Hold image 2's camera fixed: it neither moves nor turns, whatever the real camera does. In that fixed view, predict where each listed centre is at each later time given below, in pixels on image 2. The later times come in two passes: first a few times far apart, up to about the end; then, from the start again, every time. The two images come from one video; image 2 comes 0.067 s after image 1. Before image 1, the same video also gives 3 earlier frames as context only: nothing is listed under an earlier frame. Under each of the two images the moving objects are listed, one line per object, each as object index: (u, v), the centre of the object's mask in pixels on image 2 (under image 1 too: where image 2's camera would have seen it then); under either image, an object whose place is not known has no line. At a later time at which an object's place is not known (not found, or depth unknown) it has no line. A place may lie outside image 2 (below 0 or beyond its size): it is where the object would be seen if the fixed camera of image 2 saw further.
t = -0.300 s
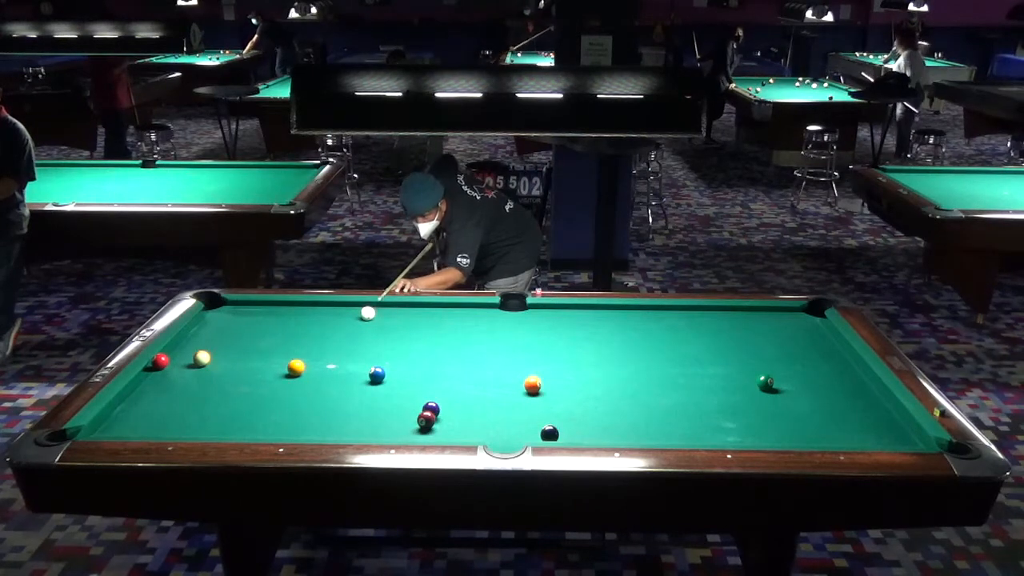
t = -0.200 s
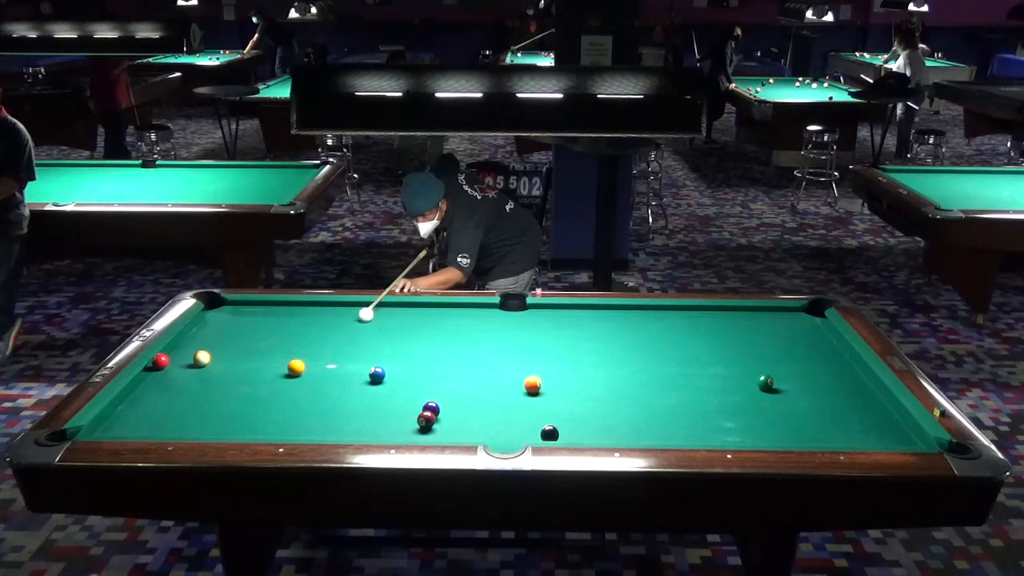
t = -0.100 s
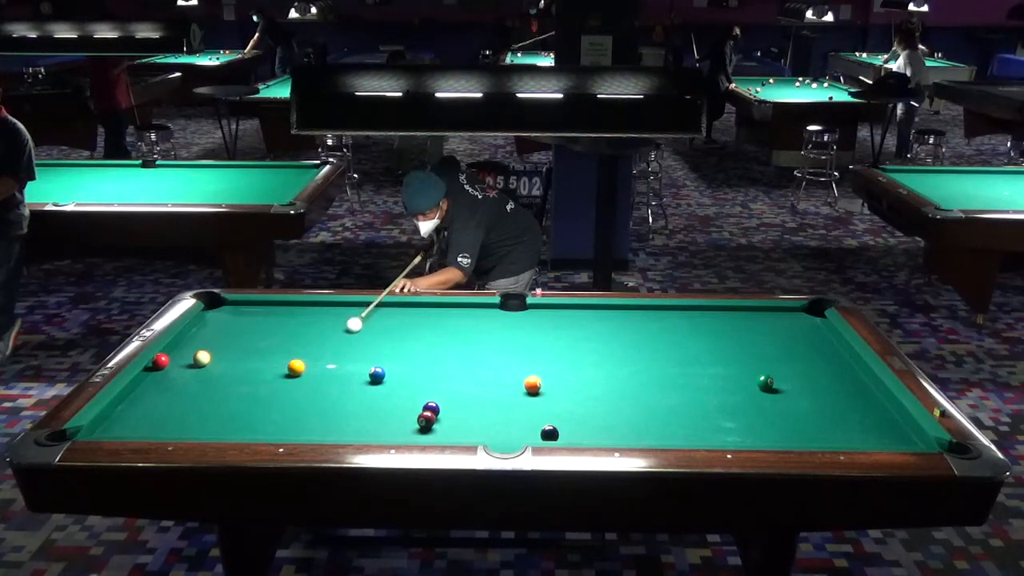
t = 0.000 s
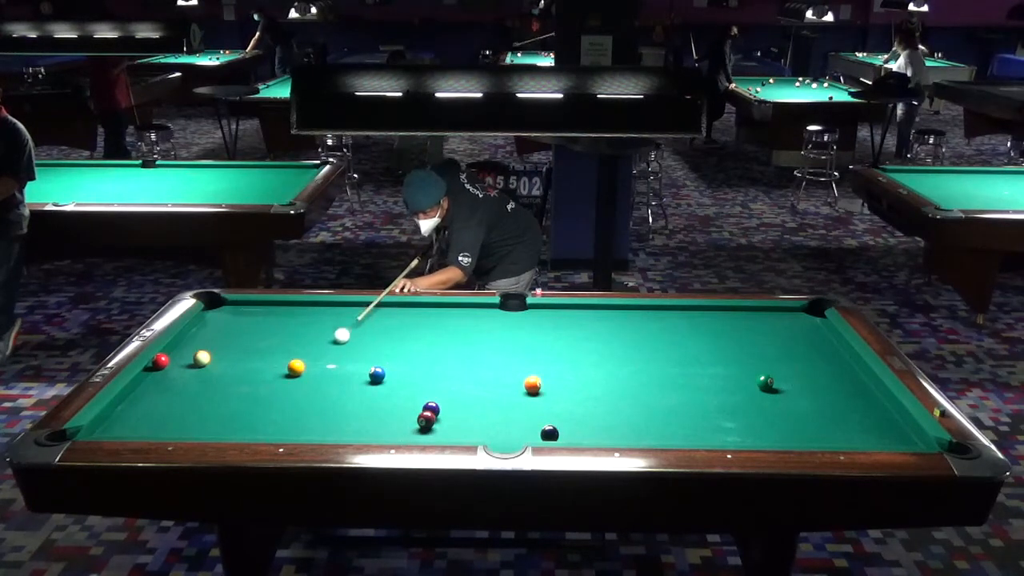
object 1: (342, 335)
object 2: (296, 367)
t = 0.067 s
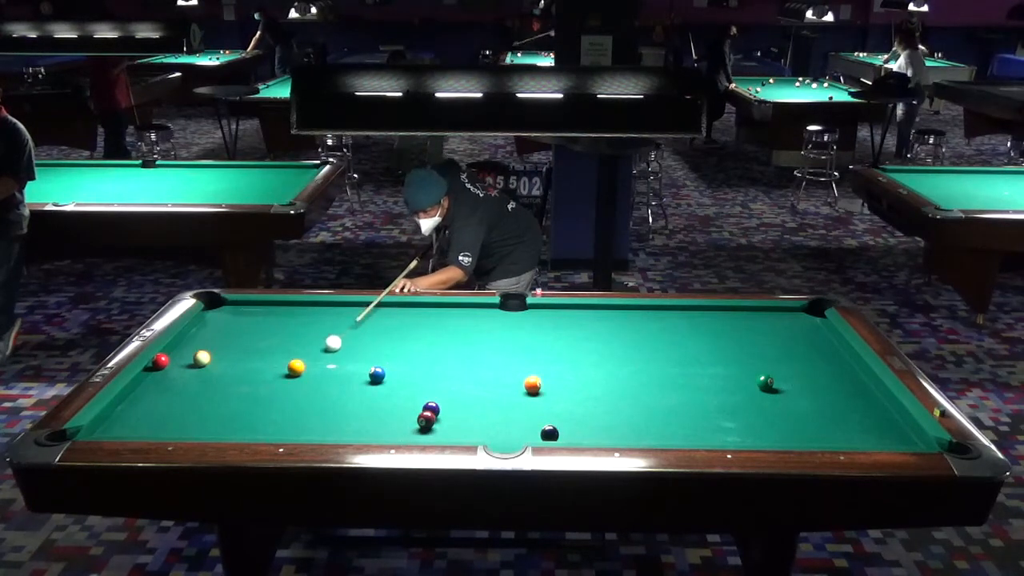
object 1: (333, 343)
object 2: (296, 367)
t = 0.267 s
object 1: (313, 365)
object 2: (289, 370)
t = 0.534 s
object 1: (327, 383)
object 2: (244, 384)
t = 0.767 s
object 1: (339, 399)
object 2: (207, 397)
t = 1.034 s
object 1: (352, 419)
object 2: (162, 411)
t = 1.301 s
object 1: (368, 432)
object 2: (118, 426)
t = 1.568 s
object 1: (386, 424)
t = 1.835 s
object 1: (402, 414)
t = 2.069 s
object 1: (414, 406)
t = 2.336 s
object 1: (428, 396)
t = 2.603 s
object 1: (440, 391)
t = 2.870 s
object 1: (450, 385)
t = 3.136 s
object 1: (458, 380)
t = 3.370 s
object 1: (464, 376)
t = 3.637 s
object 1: (471, 372)
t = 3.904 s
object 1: (477, 368)
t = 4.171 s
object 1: (481, 365)
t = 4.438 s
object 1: (485, 362)
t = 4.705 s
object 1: (488, 360)
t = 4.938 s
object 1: (489, 359)
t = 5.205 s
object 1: (491, 358)
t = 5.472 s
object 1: (492, 357)
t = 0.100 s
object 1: (329, 347)
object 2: (296, 367)
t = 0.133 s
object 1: (324, 351)
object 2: (296, 367)
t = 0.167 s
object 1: (320, 355)
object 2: (296, 367)
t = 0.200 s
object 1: (315, 359)
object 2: (296, 367)
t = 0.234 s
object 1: (311, 363)
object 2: (296, 367)
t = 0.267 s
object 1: (313, 365)
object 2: (289, 370)
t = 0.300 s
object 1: (316, 367)
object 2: (282, 372)
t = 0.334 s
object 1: (317, 369)
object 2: (276, 374)
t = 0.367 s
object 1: (319, 371)
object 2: (270, 376)
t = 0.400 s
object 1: (320, 374)
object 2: (265, 378)
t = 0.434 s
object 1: (322, 376)
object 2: (260, 379)
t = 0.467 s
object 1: (324, 378)
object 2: (255, 381)
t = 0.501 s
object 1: (325, 381)
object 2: (249, 383)
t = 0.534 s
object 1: (327, 383)
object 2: (244, 384)
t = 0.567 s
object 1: (328, 385)
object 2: (239, 386)
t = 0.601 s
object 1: (330, 387)
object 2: (234, 388)
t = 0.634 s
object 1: (332, 390)
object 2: (228, 390)
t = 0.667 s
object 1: (334, 392)
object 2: (223, 392)
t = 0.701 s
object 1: (335, 395)
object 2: (217, 393)
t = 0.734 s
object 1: (337, 397)
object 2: (212, 395)
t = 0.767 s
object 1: (339, 399)
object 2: (207, 397)
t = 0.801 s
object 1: (340, 402)
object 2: (201, 399)
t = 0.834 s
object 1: (342, 404)
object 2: (196, 401)
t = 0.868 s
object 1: (344, 407)
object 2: (190, 403)
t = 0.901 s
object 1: (346, 409)
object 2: (185, 404)
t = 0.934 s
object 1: (347, 412)
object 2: (179, 406)
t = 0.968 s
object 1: (349, 414)
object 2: (174, 408)
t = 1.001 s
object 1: (351, 417)
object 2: (168, 410)
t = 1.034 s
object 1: (352, 419)
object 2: (162, 411)
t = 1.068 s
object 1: (354, 422)
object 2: (157, 413)
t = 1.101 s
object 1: (356, 424)
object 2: (152, 415)
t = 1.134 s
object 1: (358, 427)
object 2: (146, 417)
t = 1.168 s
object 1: (359, 428)
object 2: (140, 419)
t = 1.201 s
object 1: (361, 430)
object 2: (135, 421)
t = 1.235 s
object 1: (363, 431)
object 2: (129, 423)
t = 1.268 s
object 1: (365, 433)
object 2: (124, 425)
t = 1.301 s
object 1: (368, 432)
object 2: (118, 426)
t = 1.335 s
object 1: (370, 431)
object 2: (113, 427)
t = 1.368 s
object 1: (372, 431)
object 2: (107, 429)
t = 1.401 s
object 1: (375, 430)
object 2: (102, 429)
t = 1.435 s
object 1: (377, 429)
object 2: (96, 430)
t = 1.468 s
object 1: (380, 428)
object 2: (90, 432)
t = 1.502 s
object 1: (382, 427)
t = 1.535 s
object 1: (384, 426)
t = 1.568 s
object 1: (386, 424)
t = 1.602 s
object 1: (388, 423)
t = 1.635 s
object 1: (390, 422)
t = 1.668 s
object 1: (393, 420)
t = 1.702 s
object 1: (395, 419)
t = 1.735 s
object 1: (397, 418)
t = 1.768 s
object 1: (399, 416)
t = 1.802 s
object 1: (401, 415)
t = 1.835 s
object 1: (402, 414)
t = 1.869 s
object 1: (405, 413)
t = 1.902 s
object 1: (406, 412)
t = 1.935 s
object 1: (408, 411)
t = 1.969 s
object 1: (410, 410)
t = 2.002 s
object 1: (412, 408)
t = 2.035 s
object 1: (413, 407)
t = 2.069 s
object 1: (414, 406)
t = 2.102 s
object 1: (416, 405)
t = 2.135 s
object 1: (418, 403)
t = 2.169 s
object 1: (419, 402)
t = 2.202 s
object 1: (421, 401)
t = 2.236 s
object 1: (423, 400)
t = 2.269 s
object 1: (425, 398)
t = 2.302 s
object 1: (426, 397)
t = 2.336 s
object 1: (428, 396)
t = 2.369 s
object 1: (430, 396)
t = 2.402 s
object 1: (431, 395)
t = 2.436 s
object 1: (433, 395)
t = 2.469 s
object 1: (434, 394)
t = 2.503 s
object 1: (436, 393)
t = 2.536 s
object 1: (437, 393)
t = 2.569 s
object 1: (438, 392)
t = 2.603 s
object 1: (440, 391)
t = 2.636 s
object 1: (441, 391)
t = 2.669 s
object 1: (443, 390)
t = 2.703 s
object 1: (444, 389)
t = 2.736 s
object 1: (445, 388)
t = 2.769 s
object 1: (446, 387)
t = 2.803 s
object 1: (448, 387)
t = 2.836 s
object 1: (449, 386)
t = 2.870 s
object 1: (450, 385)
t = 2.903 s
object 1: (451, 384)
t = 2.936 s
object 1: (452, 384)
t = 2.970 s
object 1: (453, 383)
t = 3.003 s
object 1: (454, 383)
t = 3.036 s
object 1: (455, 382)
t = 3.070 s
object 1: (456, 381)
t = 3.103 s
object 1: (457, 381)
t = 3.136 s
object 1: (458, 380)
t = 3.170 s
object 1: (459, 379)
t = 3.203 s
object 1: (460, 379)
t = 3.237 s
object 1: (461, 378)
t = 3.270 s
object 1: (462, 377)
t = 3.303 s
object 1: (463, 377)
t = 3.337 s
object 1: (464, 377)
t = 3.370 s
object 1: (464, 376)
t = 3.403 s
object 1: (465, 375)
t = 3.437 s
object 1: (466, 375)
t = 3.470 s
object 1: (467, 374)
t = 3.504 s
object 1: (468, 374)
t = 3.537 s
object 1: (469, 373)
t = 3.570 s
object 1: (470, 373)
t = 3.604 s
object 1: (470, 372)
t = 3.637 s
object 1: (471, 372)
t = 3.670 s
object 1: (472, 371)
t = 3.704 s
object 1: (473, 371)
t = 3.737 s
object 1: (473, 370)
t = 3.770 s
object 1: (474, 370)
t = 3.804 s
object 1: (475, 369)
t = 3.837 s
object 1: (475, 369)
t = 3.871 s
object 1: (476, 368)
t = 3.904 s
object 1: (477, 368)
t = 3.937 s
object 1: (477, 367)
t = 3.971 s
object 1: (478, 367)
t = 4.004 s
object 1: (478, 367)
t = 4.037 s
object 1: (479, 367)
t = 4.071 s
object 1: (480, 366)
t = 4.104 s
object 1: (480, 366)
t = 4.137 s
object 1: (481, 365)
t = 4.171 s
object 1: (481, 365)
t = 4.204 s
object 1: (481, 365)
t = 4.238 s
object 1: (482, 364)
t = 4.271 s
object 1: (482, 364)
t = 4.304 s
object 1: (483, 363)
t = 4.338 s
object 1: (483, 363)
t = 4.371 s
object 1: (484, 363)
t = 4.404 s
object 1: (484, 363)
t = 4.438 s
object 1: (485, 362)
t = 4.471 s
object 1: (485, 362)
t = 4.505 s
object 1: (485, 362)
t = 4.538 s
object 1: (486, 361)
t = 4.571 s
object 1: (486, 361)
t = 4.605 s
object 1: (486, 361)
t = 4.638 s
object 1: (486, 361)
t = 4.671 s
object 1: (487, 360)
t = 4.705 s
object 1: (488, 360)
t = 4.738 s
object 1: (488, 360)
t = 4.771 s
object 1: (488, 360)
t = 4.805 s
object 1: (488, 359)
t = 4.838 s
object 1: (489, 359)
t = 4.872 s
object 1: (489, 359)
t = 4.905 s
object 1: (489, 359)
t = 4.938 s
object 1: (489, 359)
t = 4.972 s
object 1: (489, 359)
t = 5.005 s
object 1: (490, 358)
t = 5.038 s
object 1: (490, 358)
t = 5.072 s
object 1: (490, 358)
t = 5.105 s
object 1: (491, 358)
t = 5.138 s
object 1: (491, 358)
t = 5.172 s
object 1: (491, 358)
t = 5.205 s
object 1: (491, 358)
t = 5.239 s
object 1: (491, 358)
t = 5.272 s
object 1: (491, 358)
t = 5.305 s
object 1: (492, 357)
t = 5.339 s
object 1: (492, 357)
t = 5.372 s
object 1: (492, 357)
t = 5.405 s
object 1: (492, 357)
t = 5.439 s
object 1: (492, 357)
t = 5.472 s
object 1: (492, 357)
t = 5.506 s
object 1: (492, 357)
